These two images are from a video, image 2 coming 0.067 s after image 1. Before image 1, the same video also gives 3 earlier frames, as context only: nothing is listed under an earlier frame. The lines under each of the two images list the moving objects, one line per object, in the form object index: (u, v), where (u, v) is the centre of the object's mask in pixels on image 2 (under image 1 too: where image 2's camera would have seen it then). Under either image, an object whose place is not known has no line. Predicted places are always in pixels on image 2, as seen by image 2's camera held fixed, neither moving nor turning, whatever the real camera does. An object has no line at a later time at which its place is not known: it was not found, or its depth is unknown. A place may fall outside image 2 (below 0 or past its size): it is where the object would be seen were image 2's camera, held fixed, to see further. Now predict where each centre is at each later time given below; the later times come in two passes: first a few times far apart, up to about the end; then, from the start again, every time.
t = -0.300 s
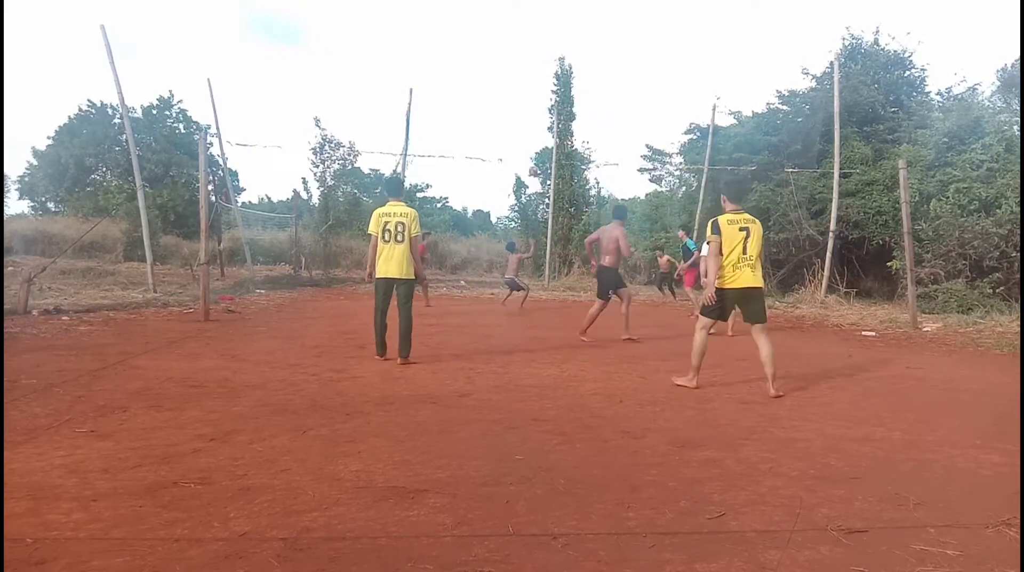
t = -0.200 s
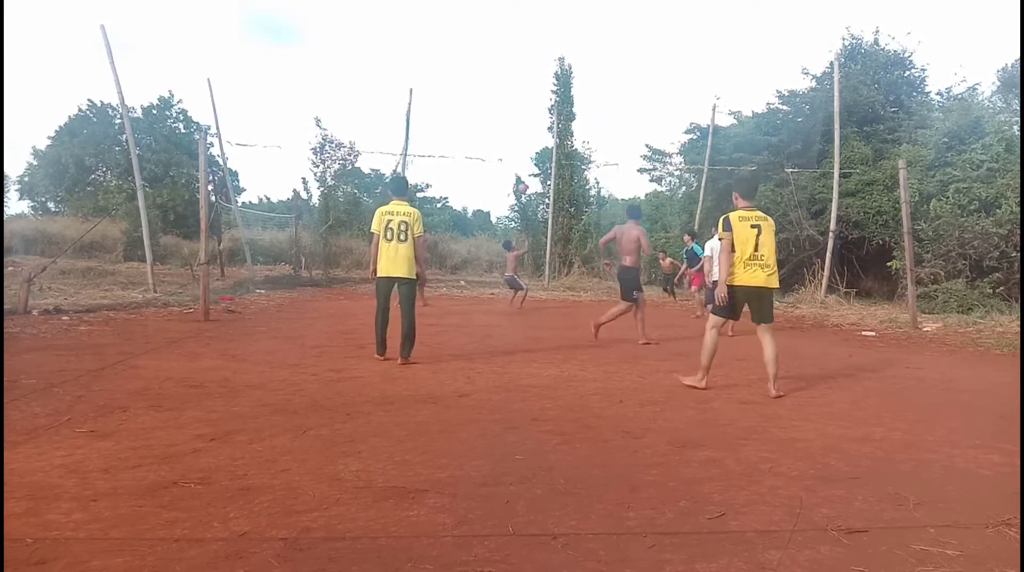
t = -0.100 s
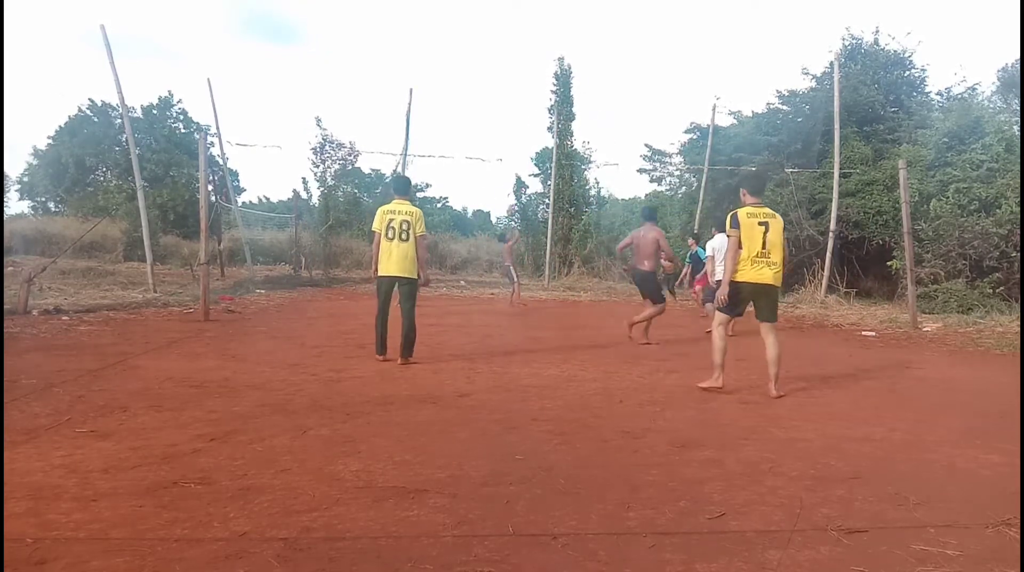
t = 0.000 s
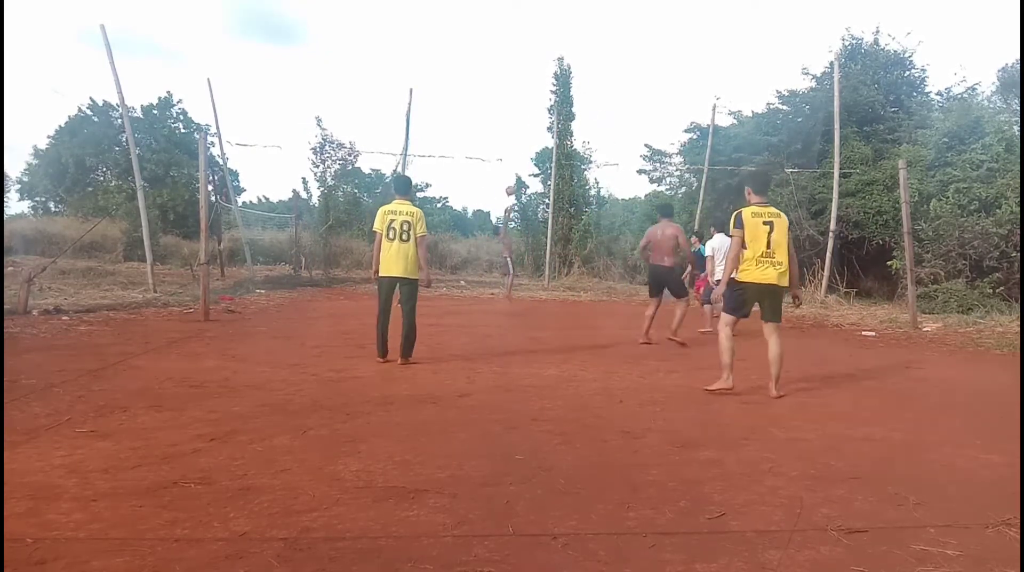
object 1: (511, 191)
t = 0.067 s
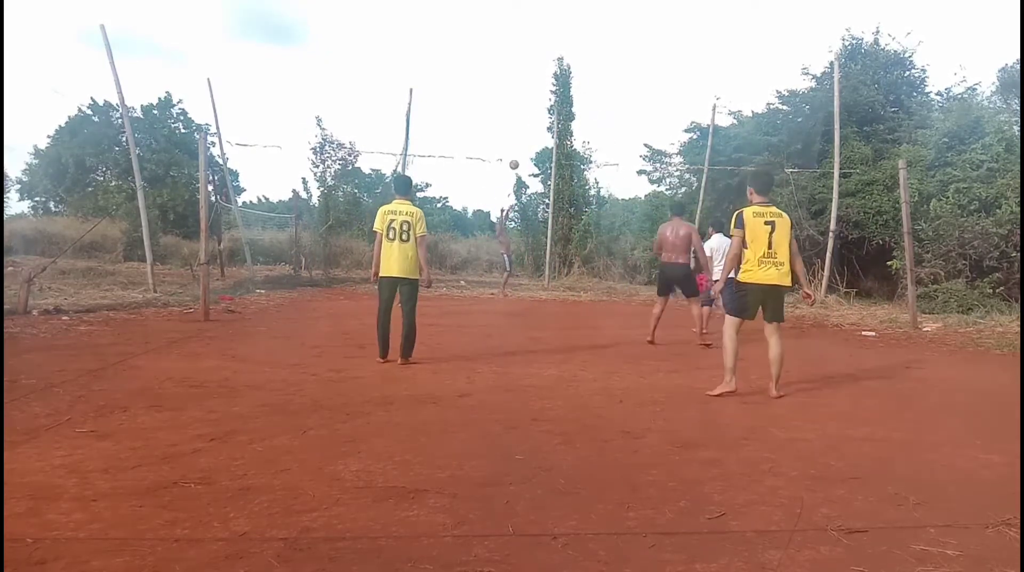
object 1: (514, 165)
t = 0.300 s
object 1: (528, 88)
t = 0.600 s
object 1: (548, 26)
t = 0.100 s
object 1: (516, 152)
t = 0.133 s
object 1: (518, 140)
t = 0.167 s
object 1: (520, 129)
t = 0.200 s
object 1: (522, 118)
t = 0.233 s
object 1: (524, 108)
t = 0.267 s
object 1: (526, 98)
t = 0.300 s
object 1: (528, 88)
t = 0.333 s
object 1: (530, 79)
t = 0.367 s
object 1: (532, 71)
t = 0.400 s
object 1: (535, 63)
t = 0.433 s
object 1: (537, 55)
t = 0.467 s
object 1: (539, 48)
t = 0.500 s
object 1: (541, 42)
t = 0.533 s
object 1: (543, 36)
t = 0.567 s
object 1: (546, 31)
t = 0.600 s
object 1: (548, 26)
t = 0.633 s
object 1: (550, 21)
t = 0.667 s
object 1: (552, 17)
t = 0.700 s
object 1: (555, 14)
